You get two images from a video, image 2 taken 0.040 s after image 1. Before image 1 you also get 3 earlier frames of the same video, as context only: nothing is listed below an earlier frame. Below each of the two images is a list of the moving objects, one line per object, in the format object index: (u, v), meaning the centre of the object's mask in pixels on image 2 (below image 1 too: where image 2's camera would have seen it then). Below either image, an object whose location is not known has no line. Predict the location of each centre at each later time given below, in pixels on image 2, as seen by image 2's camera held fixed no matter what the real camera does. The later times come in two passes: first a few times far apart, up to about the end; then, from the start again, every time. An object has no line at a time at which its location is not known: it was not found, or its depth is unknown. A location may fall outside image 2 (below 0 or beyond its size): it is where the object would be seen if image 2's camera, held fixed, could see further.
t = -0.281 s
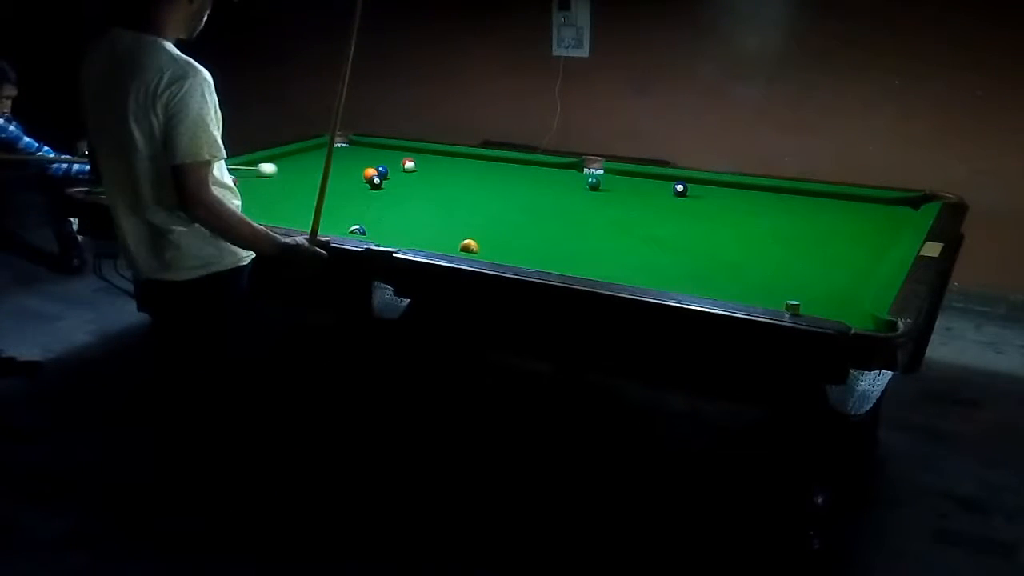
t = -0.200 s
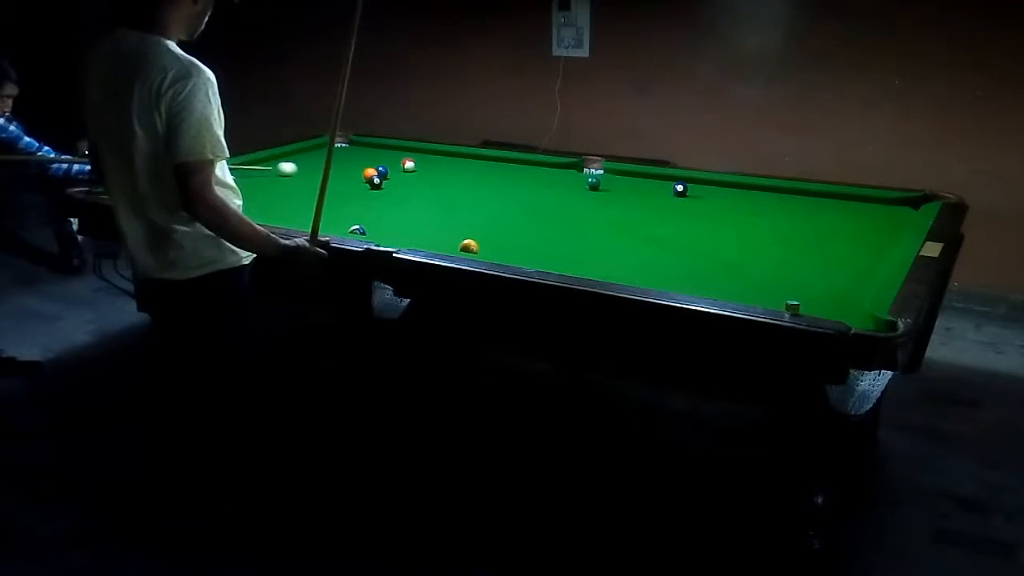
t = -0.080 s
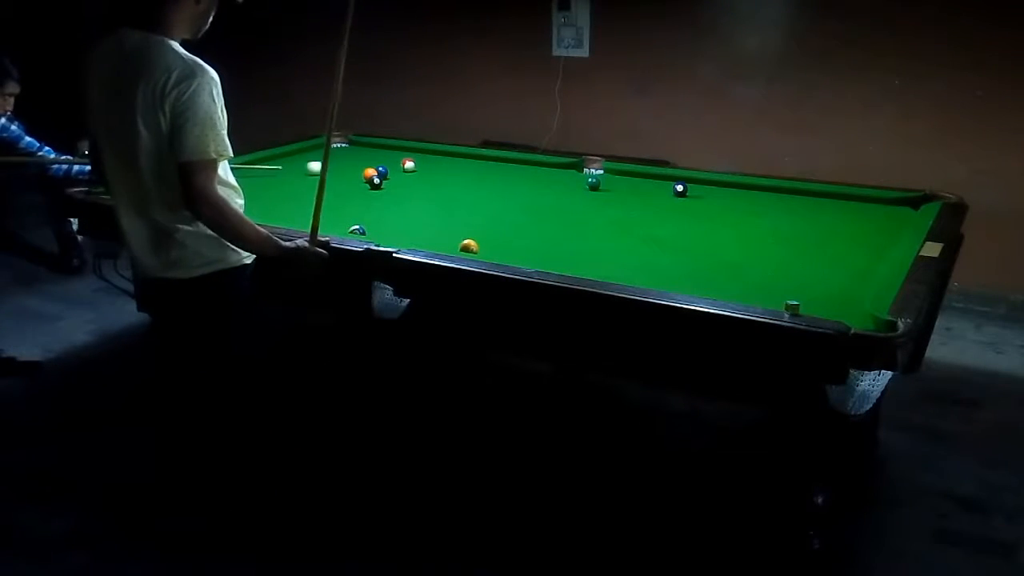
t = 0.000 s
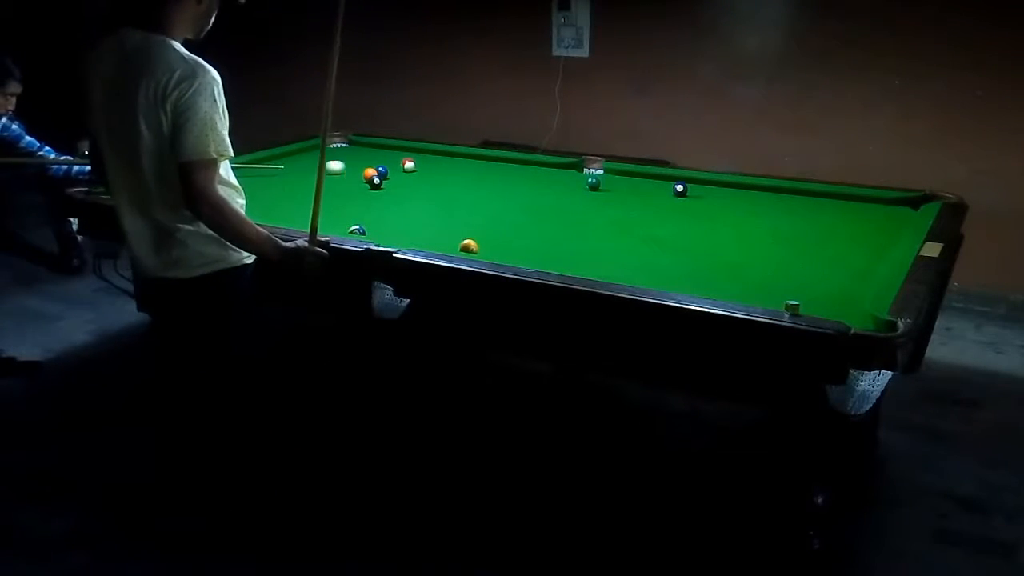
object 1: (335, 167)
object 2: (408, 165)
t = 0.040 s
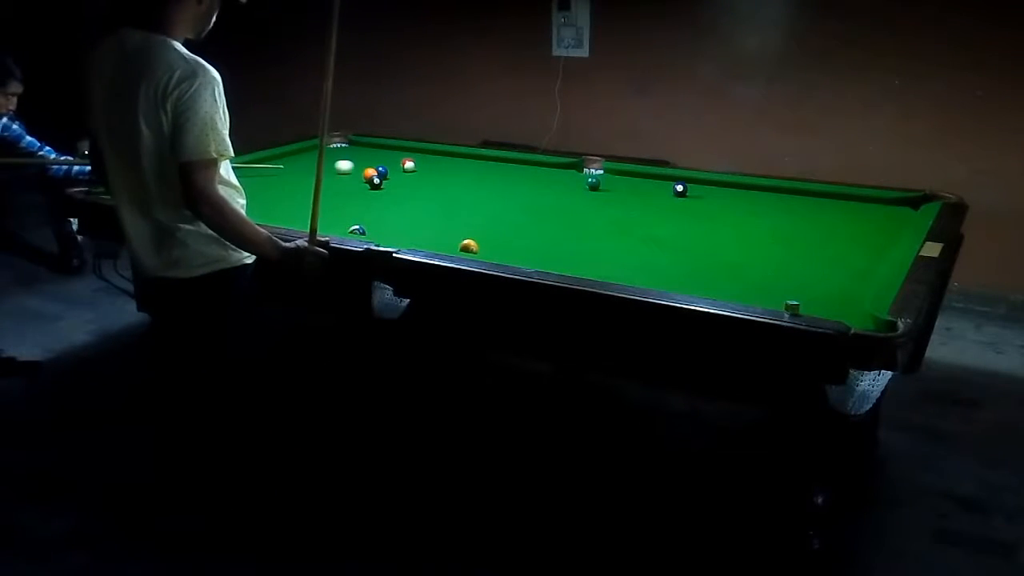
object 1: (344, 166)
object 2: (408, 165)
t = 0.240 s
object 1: (389, 164)
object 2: (408, 165)
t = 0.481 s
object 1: (404, 163)
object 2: (438, 164)
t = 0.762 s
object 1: (418, 161)
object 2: (472, 164)
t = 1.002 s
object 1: (428, 159)
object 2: (500, 164)
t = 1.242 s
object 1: (436, 158)
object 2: (524, 164)
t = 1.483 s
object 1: (442, 157)
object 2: (548, 164)
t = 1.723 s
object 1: (447, 156)
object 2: (566, 165)
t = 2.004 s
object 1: (450, 155)
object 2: (581, 167)
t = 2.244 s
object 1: (452, 155)
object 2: (592, 168)
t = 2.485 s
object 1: (452, 154)
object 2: (602, 170)
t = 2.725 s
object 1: (452, 154)
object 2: (611, 171)
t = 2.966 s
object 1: (452, 155)
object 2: (618, 171)
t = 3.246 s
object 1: (452, 155)
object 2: (624, 172)
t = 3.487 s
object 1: (452, 155)
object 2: (627, 172)
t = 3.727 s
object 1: (452, 155)
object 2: (627, 172)
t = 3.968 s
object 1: (452, 155)
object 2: (626, 172)
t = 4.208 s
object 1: (452, 154)
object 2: (626, 172)
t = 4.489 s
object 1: (452, 154)
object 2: (626, 172)
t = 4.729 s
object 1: (452, 154)
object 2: (627, 172)
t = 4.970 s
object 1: (452, 154)
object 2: (627, 172)
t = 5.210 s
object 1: (452, 154)
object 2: (626, 172)
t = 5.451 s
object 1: (452, 154)
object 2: (627, 172)
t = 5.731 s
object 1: (452, 154)
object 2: (627, 172)
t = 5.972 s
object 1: (452, 154)
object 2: (627, 172)
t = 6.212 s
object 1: (452, 154)
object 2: (627, 172)
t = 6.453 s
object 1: (452, 154)
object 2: (626, 172)
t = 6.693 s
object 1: (452, 154)
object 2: (626, 172)
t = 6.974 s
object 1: (452, 154)
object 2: (626, 172)
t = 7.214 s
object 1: (452, 154)
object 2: (626, 172)
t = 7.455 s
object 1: (452, 154)
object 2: (626, 172)
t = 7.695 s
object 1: (452, 155)
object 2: (626, 172)
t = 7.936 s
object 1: (452, 155)
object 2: (626, 172)
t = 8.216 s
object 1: (452, 154)
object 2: (626, 172)
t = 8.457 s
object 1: (452, 154)
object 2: (627, 172)
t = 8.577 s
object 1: (452, 154)
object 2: (627, 172)
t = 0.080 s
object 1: (353, 166)
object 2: (408, 165)
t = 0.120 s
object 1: (361, 165)
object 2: (408, 165)
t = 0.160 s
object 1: (370, 163)
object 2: (408, 165)
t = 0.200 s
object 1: (379, 163)
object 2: (408, 165)
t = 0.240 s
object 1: (389, 164)
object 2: (408, 165)
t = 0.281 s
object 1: (394, 164)
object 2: (411, 164)
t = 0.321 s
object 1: (396, 164)
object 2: (417, 164)
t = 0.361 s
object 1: (398, 164)
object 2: (422, 165)
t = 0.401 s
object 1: (400, 163)
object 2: (428, 164)
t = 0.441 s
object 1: (403, 163)
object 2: (433, 165)
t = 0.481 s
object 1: (404, 163)
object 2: (438, 164)
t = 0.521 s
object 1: (407, 162)
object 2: (443, 164)
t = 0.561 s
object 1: (409, 162)
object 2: (449, 164)
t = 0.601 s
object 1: (410, 162)
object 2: (454, 165)
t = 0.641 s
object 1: (412, 161)
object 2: (458, 165)
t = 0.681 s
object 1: (414, 161)
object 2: (463, 164)
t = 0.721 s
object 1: (416, 161)
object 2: (467, 164)
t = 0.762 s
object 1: (418, 161)
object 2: (472, 164)
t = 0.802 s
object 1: (420, 160)
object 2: (477, 164)
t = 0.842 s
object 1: (422, 160)
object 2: (481, 164)
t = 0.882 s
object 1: (423, 160)
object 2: (487, 164)
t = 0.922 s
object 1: (425, 160)
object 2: (491, 164)
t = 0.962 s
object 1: (426, 160)
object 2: (496, 165)
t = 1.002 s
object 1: (428, 159)
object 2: (500, 164)
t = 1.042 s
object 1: (429, 159)
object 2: (504, 164)
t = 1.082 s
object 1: (431, 159)
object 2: (508, 164)
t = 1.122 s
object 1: (432, 158)
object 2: (513, 164)
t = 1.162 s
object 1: (433, 158)
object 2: (517, 164)
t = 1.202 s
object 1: (435, 158)
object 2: (520, 164)
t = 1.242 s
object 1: (436, 158)
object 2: (524, 164)
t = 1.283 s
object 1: (437, 158)
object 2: (529, 164)
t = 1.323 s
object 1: (438, 158)
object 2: (533, 164)
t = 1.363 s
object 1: (439, 157)
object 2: (537, 164)
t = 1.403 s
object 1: (440, 157)
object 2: (541, 164)
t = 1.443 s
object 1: (441, 157)
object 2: (544, 164)
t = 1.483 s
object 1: (442, 157)
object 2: (548, 164)
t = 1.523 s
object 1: (443, 157)
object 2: (551, 164)
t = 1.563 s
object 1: (444, 156)
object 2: (555, 164)
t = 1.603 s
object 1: (445, 156)
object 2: (558, 164)
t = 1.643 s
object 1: (446, 156)
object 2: (561, 164)
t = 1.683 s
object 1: (446, 156)
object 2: (563, 165)
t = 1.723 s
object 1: (447, 156)
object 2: (566, 165)
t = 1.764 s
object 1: (448, 156)
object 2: (568, 165)
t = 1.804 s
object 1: (448, 156)
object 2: (570, 166)
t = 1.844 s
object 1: (449, 156)
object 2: (572, 166)
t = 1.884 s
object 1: (449, 155)
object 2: (574, 166)
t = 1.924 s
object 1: (450, 155)
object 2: (577, 167)
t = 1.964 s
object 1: (450, 155)
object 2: (579, 167)
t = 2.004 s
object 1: (450, 155)
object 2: (581, 167)
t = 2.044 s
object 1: (451, 155)
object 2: (583, 167)
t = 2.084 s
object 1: (451, 155)
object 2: (583, 167)
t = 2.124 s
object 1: (451, 155)
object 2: (585, 168)
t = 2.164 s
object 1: (452, 155)
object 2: (588, 167)
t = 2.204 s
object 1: (452, 155)
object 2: (590, 168)
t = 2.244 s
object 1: (452, 155)
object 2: (592, 168)
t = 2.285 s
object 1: (452, 155)
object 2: (594, 168)
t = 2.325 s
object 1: (452, 155)
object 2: (596, 168)
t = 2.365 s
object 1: (452, 155)
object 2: (597, 169)
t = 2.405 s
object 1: (452, 155)
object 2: (599, 169)
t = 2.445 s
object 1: (453, 155)
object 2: (601, 170)
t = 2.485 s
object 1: (452, 154)
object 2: (602, 170)
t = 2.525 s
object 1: (452, 154)
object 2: (604, 171)
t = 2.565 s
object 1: (452, 154)
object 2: (605, 171)
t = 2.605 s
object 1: (452, 154)
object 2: (607, 171)
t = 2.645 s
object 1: (452, 154)
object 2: (609, 170)
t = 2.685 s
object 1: (452, 154)
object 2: (610, 170)
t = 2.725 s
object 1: (452, 154)
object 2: (611, 171)
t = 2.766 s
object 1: (452, 154)
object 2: (612, 171)
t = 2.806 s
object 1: (452, 154)
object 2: (614, 171)
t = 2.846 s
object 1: (452, 155)
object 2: (615, 171)
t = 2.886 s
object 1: (452, 155)
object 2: (616, 171)
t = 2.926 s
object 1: (452, 155)
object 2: (617, 171)
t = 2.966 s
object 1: (452, 155)
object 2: (618, 171)
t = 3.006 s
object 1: (452, 155)
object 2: (619, 172)
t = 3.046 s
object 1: (452, 155)
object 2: (620, 172)
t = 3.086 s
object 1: (452, 155)
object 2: (621, 172)
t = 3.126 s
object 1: (452, 155)
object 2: (622, 172)
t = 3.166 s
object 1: (452, 155)
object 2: (623, 172)
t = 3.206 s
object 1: (452, 155)
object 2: (623, 172)
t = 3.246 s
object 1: (452, 155)
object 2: (624, 172)
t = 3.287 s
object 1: (452, 155)
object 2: (625, 172)
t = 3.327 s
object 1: (452, 155)
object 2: (626, 172)
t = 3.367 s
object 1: (452, 155)
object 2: (626, 172)
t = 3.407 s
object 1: (452, 155)
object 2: (626, 172)
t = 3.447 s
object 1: (452, 155)
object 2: (627, 172)
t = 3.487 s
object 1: (452, 155)
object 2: (627, 172)
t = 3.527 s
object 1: (452, 155)
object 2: (627, 172)
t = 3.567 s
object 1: (452, 155)
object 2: (627, 172)
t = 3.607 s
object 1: (452, 155)
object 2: (627, 172)
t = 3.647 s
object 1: (452, 155)
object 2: (627, 172)
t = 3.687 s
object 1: (452, 155)
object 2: (627, 172)
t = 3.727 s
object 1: (452, 155)
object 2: (627, 172)
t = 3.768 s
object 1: (452, 155)
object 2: (626, 172)
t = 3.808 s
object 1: (452, 155)
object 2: (626, 172)
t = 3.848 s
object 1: (452, 155)
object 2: (626, 172)
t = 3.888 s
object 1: (452, 155)
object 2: (626, 172)
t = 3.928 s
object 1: (452, 155)
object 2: (626, 172)
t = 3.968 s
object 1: (452, 155)
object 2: (626, 172)
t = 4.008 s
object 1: (452, 155)
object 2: (626, 172)
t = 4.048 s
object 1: (452, 155)
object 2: (626, 172)
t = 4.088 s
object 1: (452, 155)
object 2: (626, 172)
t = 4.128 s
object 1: (453, 155)
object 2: (626, 172)
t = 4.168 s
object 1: (452, 154)
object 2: (626, 172)
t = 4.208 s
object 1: (452, 154)
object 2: (626, 172)
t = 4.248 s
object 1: (452, 154)
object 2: (626, 172)
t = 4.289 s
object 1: (452, 154)
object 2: (626, 172)
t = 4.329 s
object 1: (452, 154)
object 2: (627, 172)
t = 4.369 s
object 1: (452, 154)
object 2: (626, 172)
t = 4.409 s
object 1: (452, 154)
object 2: (626, 172)
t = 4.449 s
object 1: (452, 154)
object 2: (627, 172)
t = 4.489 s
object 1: (452, 154)
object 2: (626, 172)
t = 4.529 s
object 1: (452, 154)
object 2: (627, 172)
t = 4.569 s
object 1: (452, 154)
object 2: (627, 172)
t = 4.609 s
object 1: (452, 154)
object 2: (627, 172)
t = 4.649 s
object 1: (452, 154)
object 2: (627, 172)
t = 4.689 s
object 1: (452, 154)
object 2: (627, 172)
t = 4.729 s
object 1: (452, 154)
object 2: (627, 172)
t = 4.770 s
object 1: (452, 154)
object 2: (627, 172)
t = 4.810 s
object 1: (452, 155)
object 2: (627, 172)
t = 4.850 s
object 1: (452, 154)
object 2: (627, 172)
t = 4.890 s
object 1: (452, 154)
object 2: (627, 172)
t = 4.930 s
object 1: (452, 154)
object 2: (626, 172)
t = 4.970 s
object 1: (452, 154)
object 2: (627, 172)
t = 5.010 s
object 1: (452, 154)
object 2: (627, 172)
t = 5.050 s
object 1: (452, 154)
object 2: (626, 172)
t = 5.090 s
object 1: (452, 154)
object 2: (626, 172)
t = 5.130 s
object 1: (452, 154)
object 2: (626, 172)
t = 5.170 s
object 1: (452, 154)
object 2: (626, 172)
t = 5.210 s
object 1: (452, 154)
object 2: (626, 172)
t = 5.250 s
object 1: (452, 154)
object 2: (626, 172)
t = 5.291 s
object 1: (452, 154)
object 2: (626, 172)
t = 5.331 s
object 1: (452, 154)
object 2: (626, 172)
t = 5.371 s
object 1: (452, 154)
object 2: (626, 172)
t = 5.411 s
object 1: (452, 154)
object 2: (627, 172)
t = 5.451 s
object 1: (452, 154)
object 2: (627, 172)
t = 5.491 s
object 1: (452, 154)
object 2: (627, 172)
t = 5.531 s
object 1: (452, 154)
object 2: (627, 172)
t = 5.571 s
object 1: (452, 154)
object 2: (627, 172)
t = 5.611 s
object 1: (452, 154)
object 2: (627, 172)
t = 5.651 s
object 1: (452, 154)
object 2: (627, 172)
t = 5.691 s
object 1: (452, 154)
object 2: (627, 172)
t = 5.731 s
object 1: (452, 154)
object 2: (627, 172)
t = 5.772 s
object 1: (452, 154)
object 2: (627, 172)
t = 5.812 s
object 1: (452, 154)
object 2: (627, 172)
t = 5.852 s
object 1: (452, 154)
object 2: (627, 172)
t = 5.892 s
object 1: (452, 154)
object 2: (627, 172)
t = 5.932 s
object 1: (452, 154)
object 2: (627, 172)
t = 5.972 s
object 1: (452, 154)
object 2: (627, 172)
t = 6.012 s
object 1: (452, 154)
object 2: (627, 172)
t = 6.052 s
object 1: (452, 154)
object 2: (627, 172)
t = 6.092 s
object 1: (452, 154)
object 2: (627, 172)
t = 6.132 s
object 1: (452, 154)
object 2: (627, 172)
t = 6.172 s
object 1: (452, 154)
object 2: (627, 172)
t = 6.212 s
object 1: (452, 154)
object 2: (627, 172)
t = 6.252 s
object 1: (452, 154)
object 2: (627, 172)
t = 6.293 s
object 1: (452, 154)
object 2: (626, 172)
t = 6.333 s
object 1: (452, 154)
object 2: (626, 172)
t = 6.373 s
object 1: (452, 154)
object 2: (626, 172)
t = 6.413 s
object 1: (452, 154)
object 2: (626, 172)
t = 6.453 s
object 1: (452, 154)
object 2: (626, 172)
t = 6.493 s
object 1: (452, 154)
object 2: (626, 172)
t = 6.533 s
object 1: (452, 154)
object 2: (626, 172)
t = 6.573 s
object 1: (452, 154)
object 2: (627, 172)
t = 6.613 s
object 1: (452, 154)
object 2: (627, 172)
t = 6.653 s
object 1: (452, 154)
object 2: (627, 172)
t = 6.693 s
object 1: (452, 154)
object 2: (626, 172)
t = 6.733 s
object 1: (452, 154)
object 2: (627, 172)
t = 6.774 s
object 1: (452, 154)
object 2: (627, 172)
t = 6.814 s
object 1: (452, 154)
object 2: (626, 172)
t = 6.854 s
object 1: (452, 154)
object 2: (626, 172)
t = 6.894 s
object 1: (452, 154)
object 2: (627, 172)
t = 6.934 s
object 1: (452, 154)
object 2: (626, 172)
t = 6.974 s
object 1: (452, 154)
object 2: (626, 172)
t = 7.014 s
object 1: (452, 154)
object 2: (626, 172)
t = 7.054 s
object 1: (452, 154)
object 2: (626, 172)
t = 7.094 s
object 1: (452, 154)
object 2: (626, 172)
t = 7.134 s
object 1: (452, 154)
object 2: (626, 172)
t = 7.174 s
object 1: (452, 154)
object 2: (626, 172)
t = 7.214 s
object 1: (452, 154)
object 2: (626, 172)
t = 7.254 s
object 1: (452, 154)
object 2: (626, 172)
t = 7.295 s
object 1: (452, 154)
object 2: (626, 172)
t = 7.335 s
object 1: (452, 154)
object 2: (626, 172)
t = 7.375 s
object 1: (452, 154)
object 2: (626, 172)
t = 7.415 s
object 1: (452, 154)
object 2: (626, 172)
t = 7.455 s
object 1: (452, 154)
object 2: (626, 172)
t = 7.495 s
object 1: (452, 155)
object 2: (626, 172)
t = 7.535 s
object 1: (452, 154)
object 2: (626, 172)
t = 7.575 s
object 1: (452, 155)
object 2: (626, 172)
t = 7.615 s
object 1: (452, 154)
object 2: (626, 172)
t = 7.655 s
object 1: (452, 154)
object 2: (626, 172)
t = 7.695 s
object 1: (452, 155)
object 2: (626, 172)
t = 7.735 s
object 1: (452, 155)
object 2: (626, 172)
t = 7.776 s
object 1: (452, 155)
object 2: (626, 172)
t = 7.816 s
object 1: (452, 155)
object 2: (626, 172)
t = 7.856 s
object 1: (452, 154)
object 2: (626, 172)
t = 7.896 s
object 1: (452, 154)
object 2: (626, 172)
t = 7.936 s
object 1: (452, 155)
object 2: (626, 172)
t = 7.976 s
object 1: (452, 154)
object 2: (626, 172)
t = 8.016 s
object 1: (452, 154)
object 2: (626, 172)
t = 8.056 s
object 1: (452, 154)
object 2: (626, 172)
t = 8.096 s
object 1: (452, 154)
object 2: (626, 172)
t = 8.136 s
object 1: (452, 154)
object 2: (626, 172)
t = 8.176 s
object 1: (452, 154)
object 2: (626, 172)
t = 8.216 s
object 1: (452, 154)
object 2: (626, 172)
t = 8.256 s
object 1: (452, 154)
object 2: (626, 172)
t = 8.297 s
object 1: (452, 154)
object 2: (626, 172)
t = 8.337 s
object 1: (452, 154)
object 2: (627, 172)
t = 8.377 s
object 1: (452, 154)
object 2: (627, 172)
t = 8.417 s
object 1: (452, 154)
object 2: (626, 172)
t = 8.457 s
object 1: (452, 154)
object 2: (627, 172)
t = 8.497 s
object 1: (452, 154)
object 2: (627, 172)
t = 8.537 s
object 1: (452, 154)
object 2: (627, 172)
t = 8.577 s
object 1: (452, 154)
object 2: (627, 172)
